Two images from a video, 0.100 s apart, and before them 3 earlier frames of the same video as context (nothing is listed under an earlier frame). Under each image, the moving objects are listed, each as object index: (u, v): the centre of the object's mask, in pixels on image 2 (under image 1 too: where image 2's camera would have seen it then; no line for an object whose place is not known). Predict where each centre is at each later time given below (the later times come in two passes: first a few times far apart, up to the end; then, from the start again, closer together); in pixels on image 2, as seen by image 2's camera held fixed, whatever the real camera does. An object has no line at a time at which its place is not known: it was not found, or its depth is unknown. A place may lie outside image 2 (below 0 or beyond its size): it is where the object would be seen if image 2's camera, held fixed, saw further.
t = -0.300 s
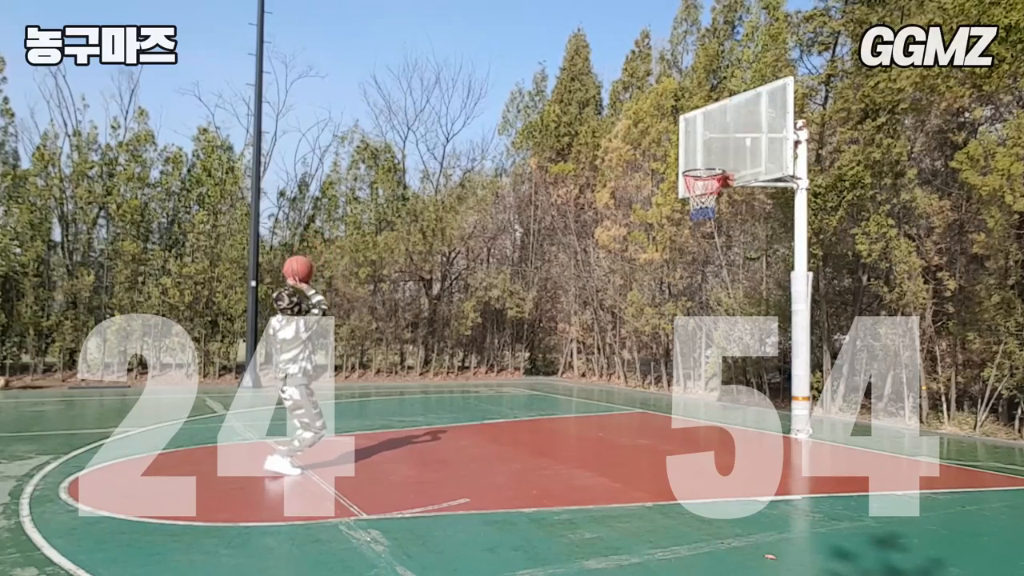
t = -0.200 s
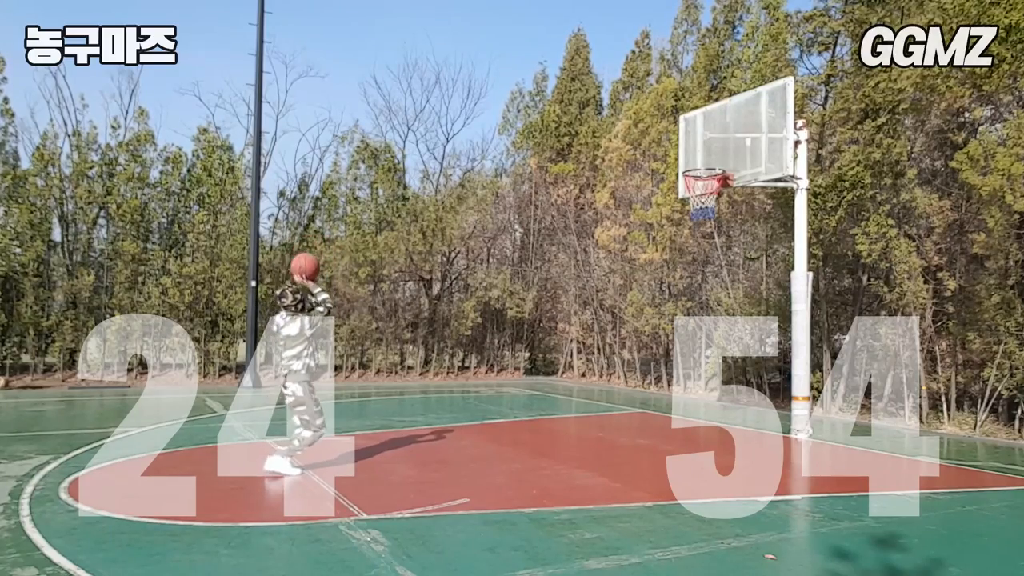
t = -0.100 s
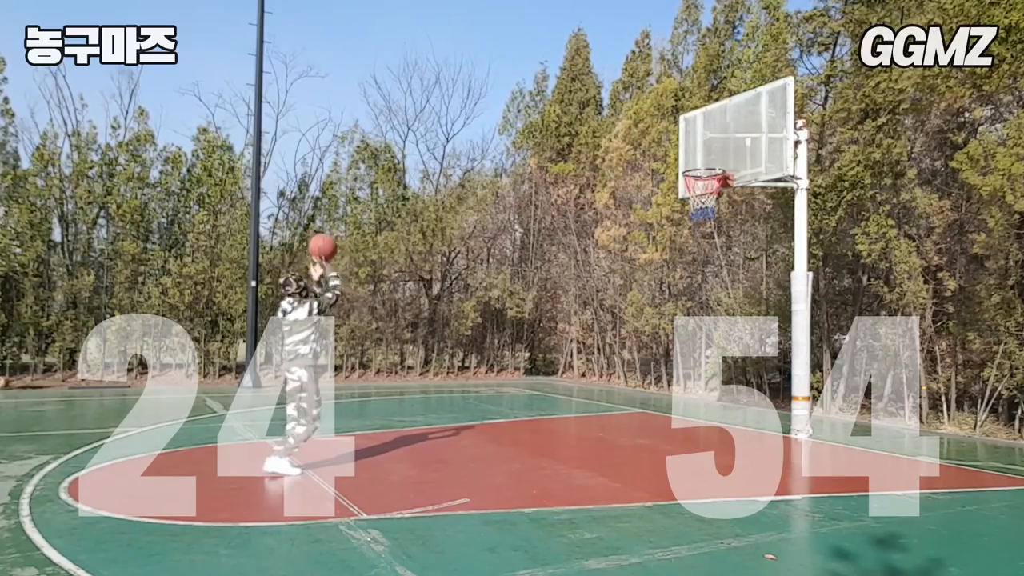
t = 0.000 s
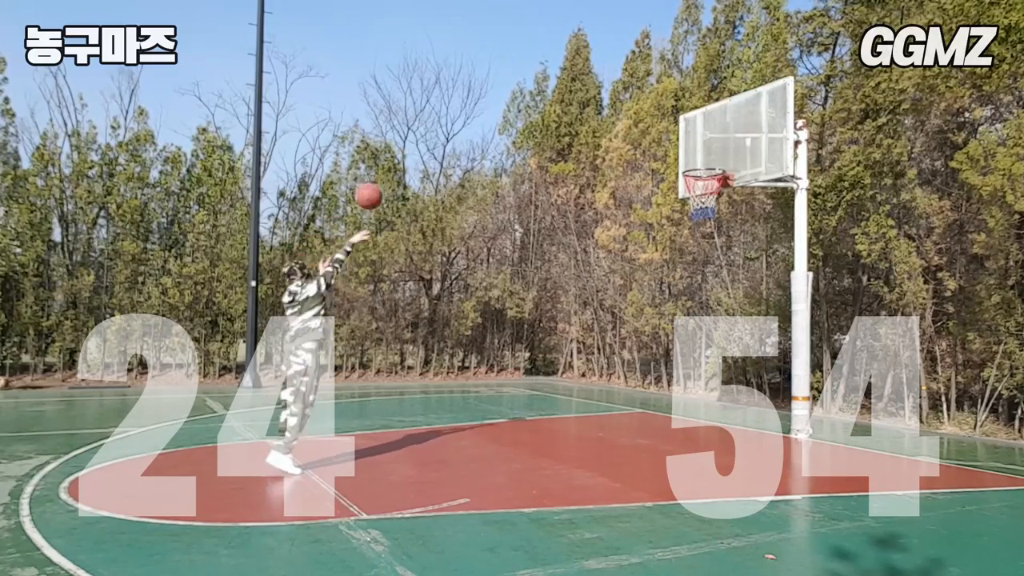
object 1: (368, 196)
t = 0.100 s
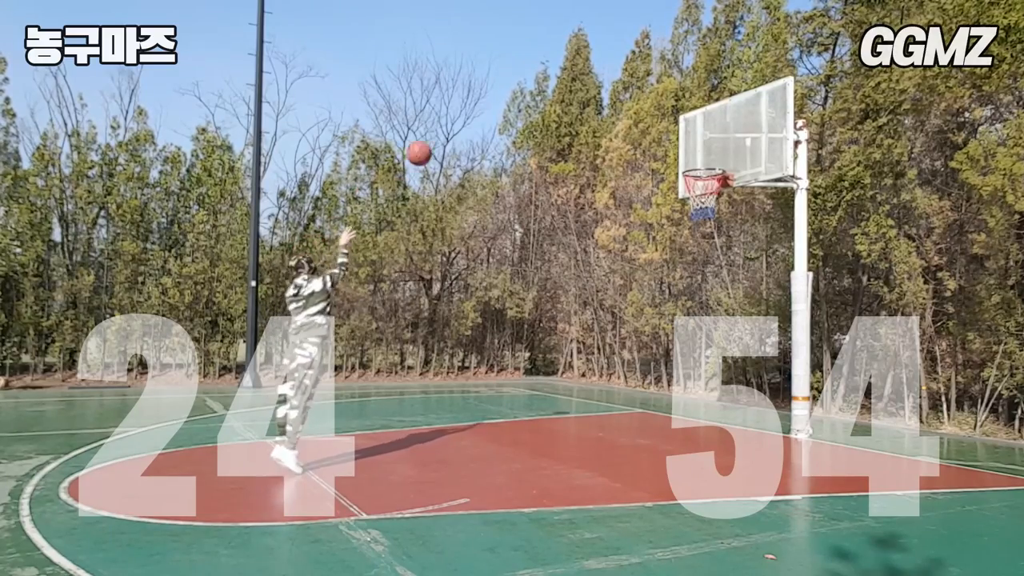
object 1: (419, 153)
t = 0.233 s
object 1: (480, 115)
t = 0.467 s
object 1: (575, 95)
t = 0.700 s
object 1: (656, 125)
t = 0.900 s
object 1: (708, 185)
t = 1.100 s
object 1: (681, 250)
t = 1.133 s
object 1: (677, 263)
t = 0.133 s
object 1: (435, 141)
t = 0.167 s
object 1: (450, 131)
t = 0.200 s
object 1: (465, 123)
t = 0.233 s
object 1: (480, 115)
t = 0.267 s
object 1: (494, 109)
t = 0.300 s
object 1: (509, 104)
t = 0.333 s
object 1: (522, 100)
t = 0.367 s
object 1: (536, 98)
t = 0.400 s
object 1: (549, 96)
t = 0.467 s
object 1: (575, 95)
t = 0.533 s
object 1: (600, 99)
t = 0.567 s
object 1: (611, 102)
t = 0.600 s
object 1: (623, 106)
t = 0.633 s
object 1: (635, 112)
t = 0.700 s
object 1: (656, 125)
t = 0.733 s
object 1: (668, 133)
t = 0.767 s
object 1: (678, 142)
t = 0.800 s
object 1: (689, 151)
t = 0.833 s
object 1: (699, 160)
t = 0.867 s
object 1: (709, 171)
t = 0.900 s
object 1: (708, 185)
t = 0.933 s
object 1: (701, 193)
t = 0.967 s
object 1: (696, 205)
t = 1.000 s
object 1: (692, 218)
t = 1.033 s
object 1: (689, 226)
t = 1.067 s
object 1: (685, 237)
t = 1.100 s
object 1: (681, 250)
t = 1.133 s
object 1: (677, 263)
